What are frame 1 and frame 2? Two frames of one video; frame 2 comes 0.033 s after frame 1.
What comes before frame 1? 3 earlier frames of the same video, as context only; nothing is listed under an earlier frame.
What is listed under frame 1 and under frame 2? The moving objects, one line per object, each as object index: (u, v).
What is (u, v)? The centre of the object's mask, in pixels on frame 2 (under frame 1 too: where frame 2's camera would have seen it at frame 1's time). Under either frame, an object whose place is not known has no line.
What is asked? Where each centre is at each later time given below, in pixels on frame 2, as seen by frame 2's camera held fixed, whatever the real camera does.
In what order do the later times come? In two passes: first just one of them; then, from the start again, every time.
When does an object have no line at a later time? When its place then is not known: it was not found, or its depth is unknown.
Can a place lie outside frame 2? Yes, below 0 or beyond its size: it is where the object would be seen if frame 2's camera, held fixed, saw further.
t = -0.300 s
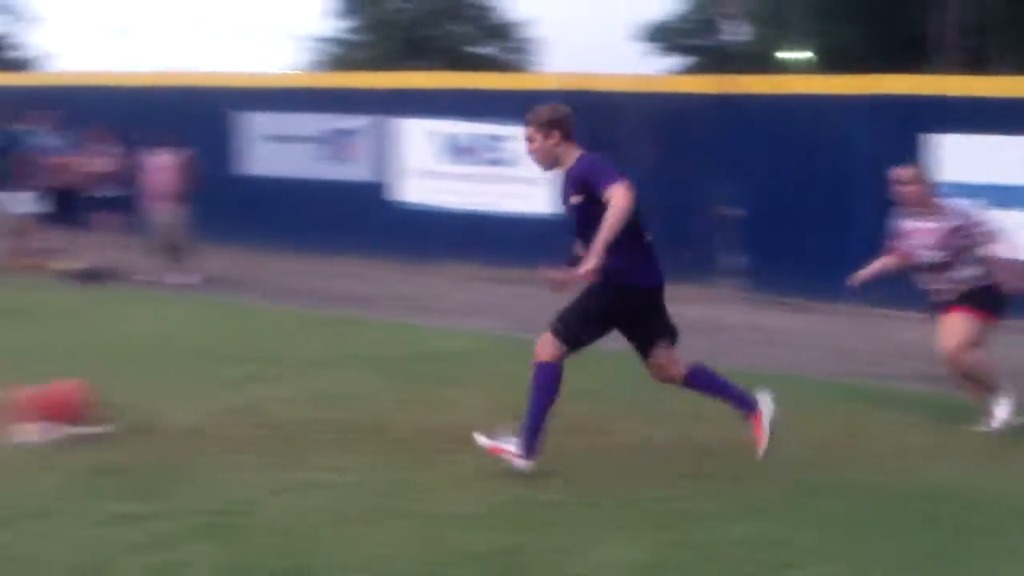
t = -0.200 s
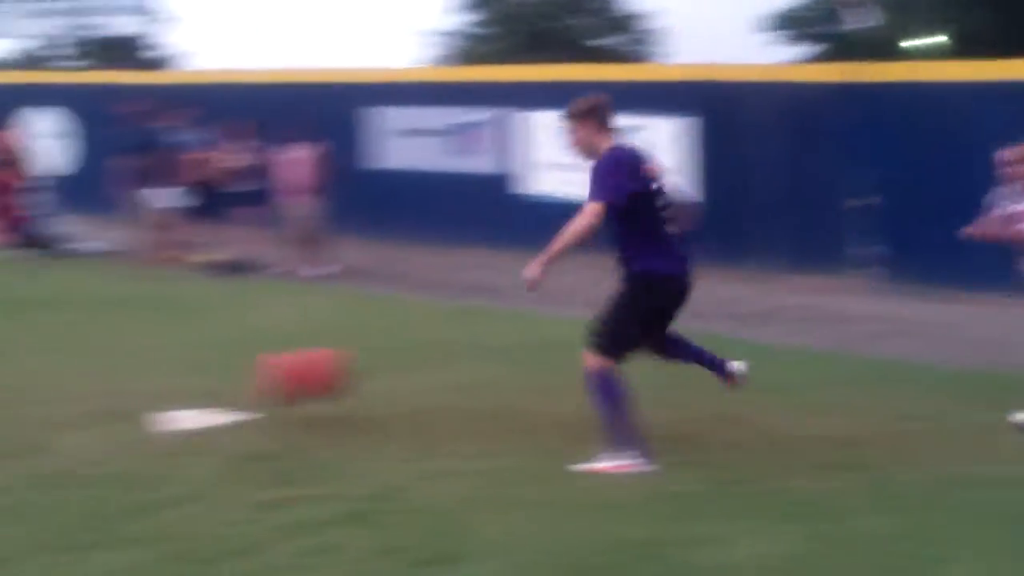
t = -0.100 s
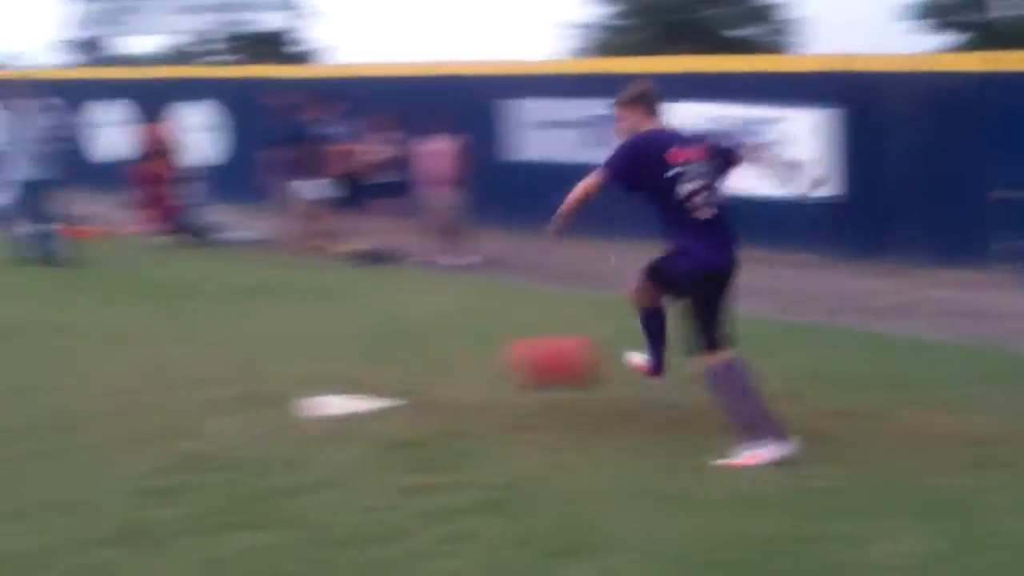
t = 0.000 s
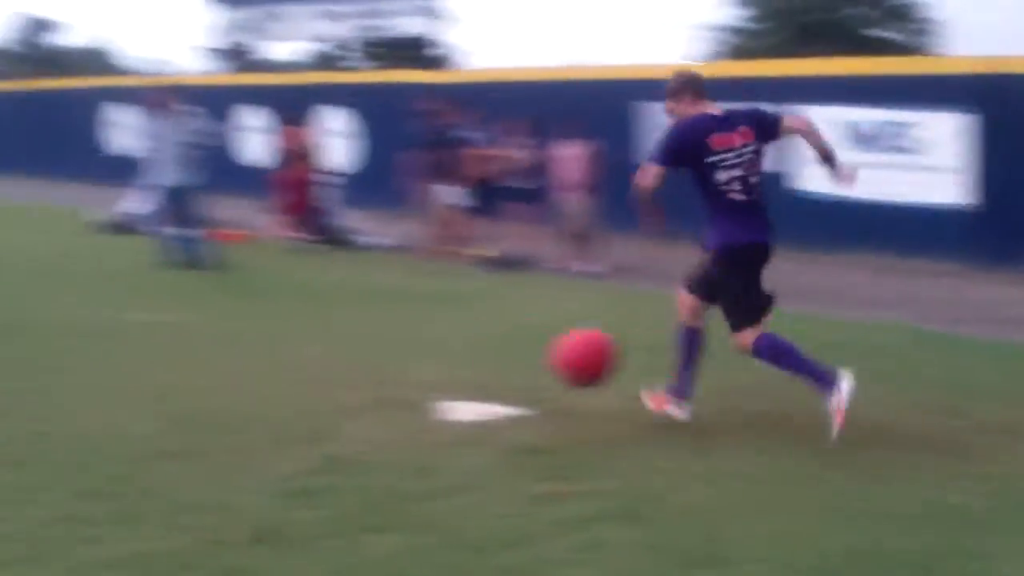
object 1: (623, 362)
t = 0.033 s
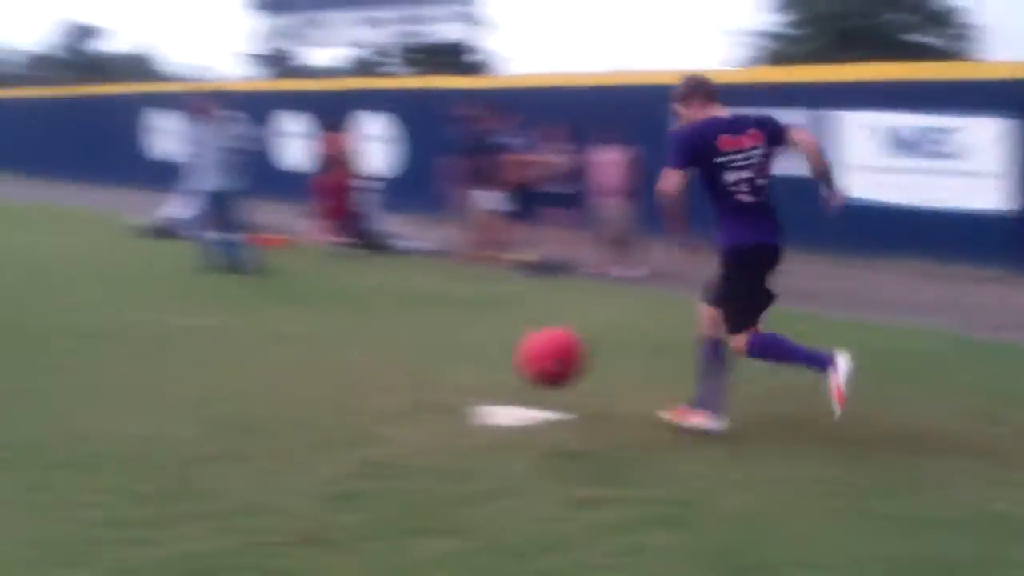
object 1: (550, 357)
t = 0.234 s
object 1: (0, 379)
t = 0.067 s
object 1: (474, 354)
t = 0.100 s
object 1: (392, 353)
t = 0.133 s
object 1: (304, 355)
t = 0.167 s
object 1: (209, 360)
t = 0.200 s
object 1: (108, 369)
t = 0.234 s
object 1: (0, 379)
